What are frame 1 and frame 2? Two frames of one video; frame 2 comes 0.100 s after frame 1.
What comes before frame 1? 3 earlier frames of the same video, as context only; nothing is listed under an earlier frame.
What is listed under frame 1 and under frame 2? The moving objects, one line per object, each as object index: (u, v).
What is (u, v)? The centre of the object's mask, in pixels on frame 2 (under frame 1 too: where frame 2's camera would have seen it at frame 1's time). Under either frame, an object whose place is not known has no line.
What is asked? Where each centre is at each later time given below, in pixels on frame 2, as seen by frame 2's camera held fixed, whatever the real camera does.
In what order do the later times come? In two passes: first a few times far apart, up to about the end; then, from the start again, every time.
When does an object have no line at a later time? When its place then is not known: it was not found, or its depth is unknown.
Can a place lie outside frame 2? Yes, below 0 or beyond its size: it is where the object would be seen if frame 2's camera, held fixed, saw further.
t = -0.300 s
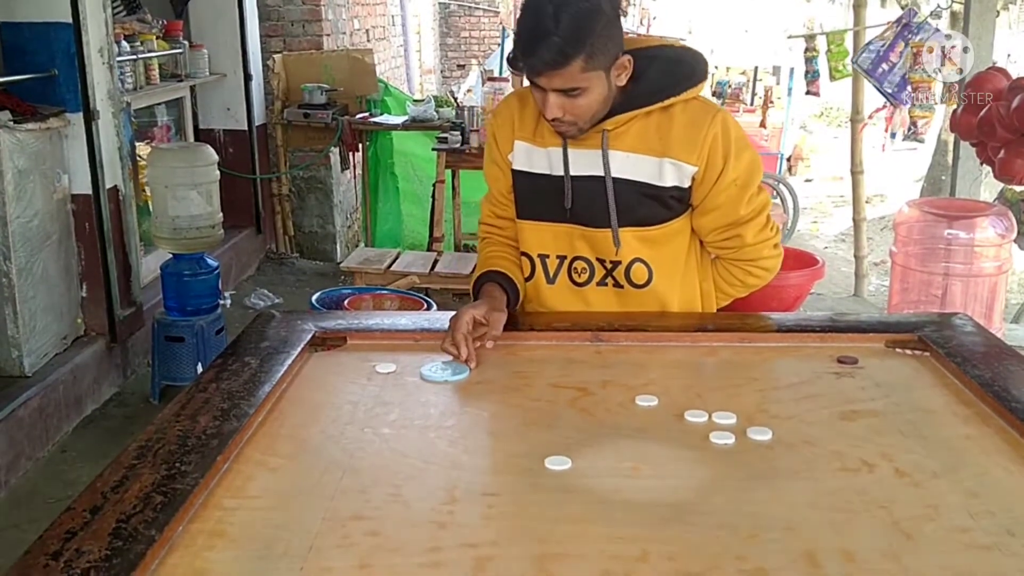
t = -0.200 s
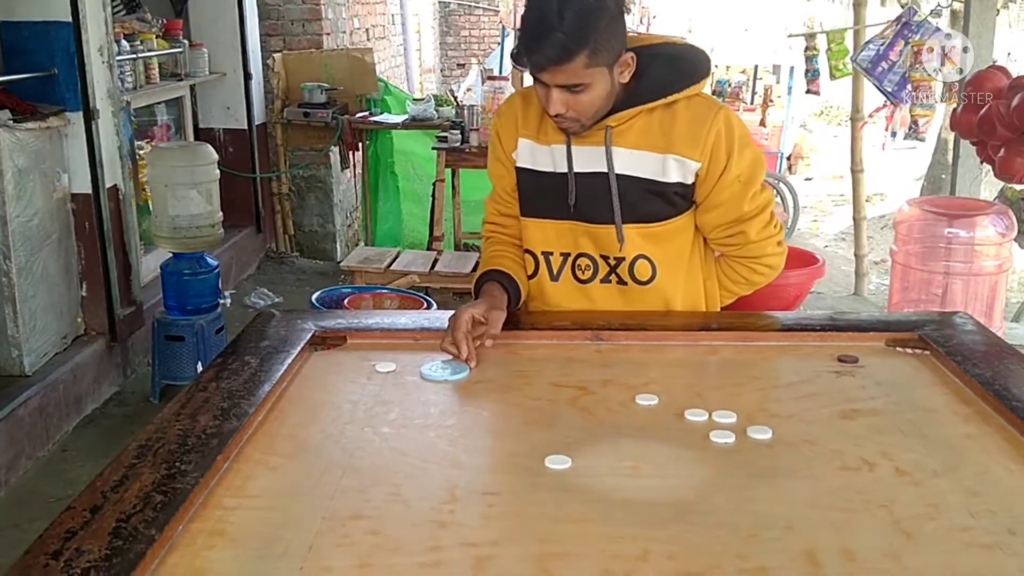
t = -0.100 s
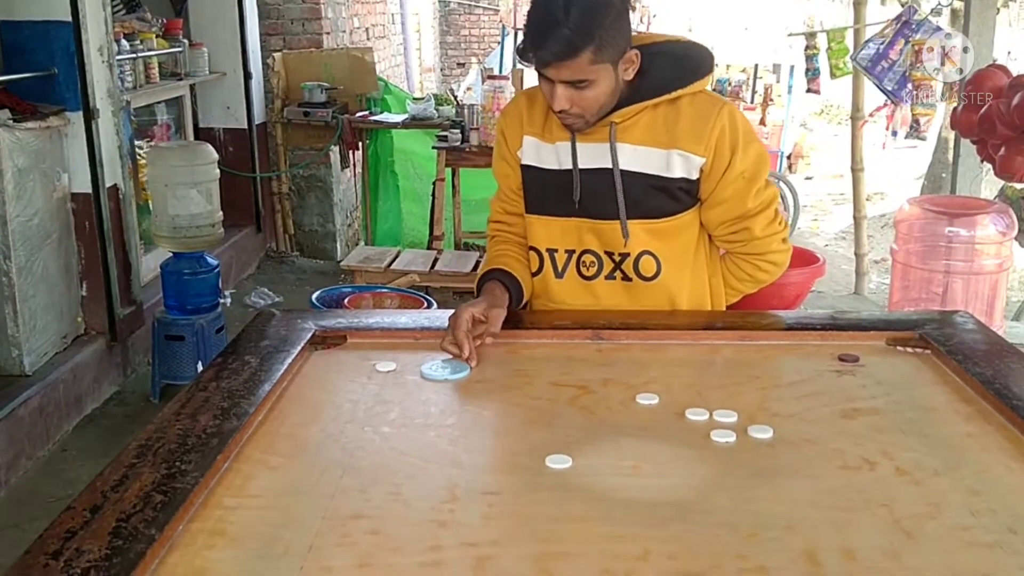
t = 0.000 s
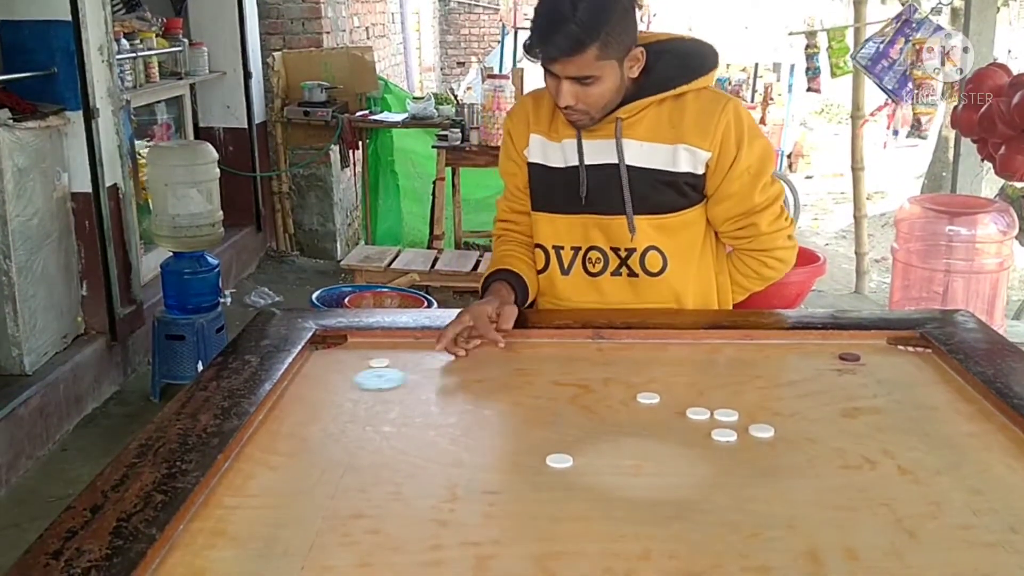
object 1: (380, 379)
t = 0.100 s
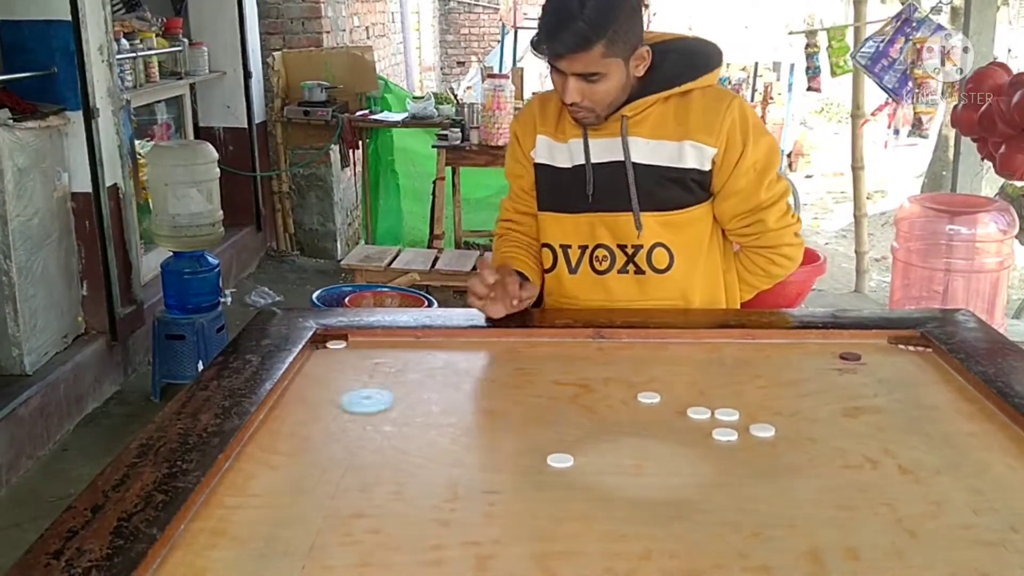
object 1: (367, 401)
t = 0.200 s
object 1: (465, 419)
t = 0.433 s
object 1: (643, 444)
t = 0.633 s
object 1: (767, 459)
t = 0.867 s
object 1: (808, 463)
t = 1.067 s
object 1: (808, 463)
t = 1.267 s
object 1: (808, 463)
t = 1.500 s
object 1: (808, 463)
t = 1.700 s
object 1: (808, 463)
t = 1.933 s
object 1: (809, 464)
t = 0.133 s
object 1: (401, 408)
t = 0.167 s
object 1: (435, 414)
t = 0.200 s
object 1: (465, 419)
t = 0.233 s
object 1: (496, 423)
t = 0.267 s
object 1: (526, 427)
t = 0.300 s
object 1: (551, 430)
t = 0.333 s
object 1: (575, 434)
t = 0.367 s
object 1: (598, 437)
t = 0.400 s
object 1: (620, 440)
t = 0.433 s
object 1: (643, 444)
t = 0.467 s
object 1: (666, 447)
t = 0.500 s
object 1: (690, 450)
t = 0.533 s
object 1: (709, 453)
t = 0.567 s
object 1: (729, 455)
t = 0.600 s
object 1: (749, 457)
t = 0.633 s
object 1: (767, 459)
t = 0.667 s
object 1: (782, 461)
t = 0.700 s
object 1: (794, 462)
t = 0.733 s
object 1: (801, 463)
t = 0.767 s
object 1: (805, 463)
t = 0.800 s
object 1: (807, 463)
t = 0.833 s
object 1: (808, 463)
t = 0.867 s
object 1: (808, 463)
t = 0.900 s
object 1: (808, 463)
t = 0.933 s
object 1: (808, 463)
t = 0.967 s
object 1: (808, 463)
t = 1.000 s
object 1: (808, 463)
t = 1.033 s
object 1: (808, 463)
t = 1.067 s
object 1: (808, 463)
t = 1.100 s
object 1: (808, 463)
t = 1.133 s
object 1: (808, 463)
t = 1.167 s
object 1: (807, 463)
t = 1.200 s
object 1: (809, 463)
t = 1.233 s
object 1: (808, 463)
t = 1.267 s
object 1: (808, 463)
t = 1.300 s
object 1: (808, 463)
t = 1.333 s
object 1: (806, 462)
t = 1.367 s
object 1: (808, 463)
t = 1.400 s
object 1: (807, 463)
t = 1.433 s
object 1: (808, 463)
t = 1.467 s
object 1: (810, 464)
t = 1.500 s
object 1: (808, 463)
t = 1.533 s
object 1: (808, 463)
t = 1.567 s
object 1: (808, 463)
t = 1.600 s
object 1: (808, 463)
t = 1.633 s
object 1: (808, 463)
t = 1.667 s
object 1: (808, 463)
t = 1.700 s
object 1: (808, 463)
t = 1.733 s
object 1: (808, 463)
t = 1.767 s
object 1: (808, 463)
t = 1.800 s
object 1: (808, 463)
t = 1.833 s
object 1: (808, 463)
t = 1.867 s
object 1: (808, 463)
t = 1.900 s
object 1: (807, 463)
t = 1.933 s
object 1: (809, 464)
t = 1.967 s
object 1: (808, 463)
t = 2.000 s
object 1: (808, 463)
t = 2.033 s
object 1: (807, 463)
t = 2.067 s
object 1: (807, 462)
